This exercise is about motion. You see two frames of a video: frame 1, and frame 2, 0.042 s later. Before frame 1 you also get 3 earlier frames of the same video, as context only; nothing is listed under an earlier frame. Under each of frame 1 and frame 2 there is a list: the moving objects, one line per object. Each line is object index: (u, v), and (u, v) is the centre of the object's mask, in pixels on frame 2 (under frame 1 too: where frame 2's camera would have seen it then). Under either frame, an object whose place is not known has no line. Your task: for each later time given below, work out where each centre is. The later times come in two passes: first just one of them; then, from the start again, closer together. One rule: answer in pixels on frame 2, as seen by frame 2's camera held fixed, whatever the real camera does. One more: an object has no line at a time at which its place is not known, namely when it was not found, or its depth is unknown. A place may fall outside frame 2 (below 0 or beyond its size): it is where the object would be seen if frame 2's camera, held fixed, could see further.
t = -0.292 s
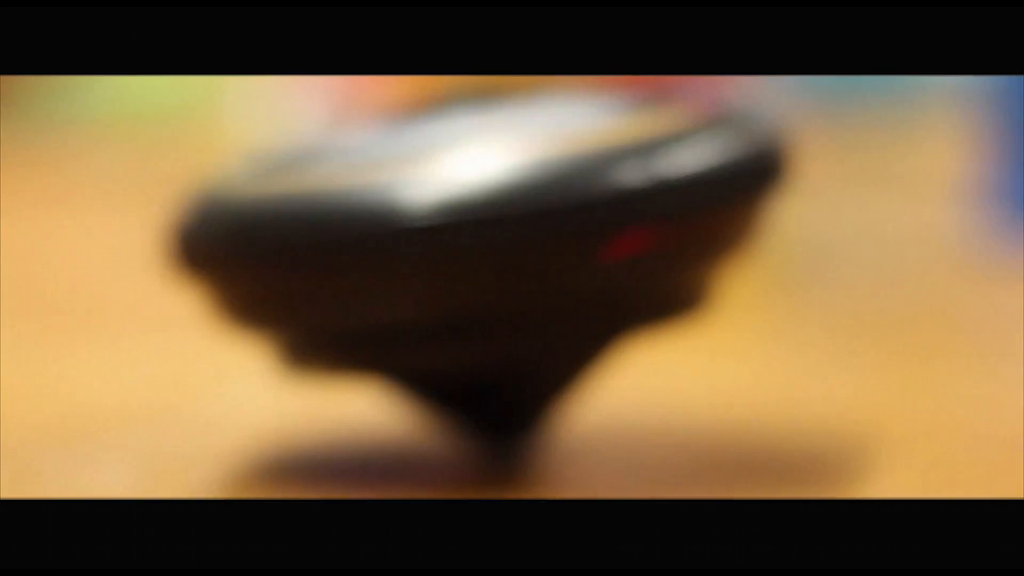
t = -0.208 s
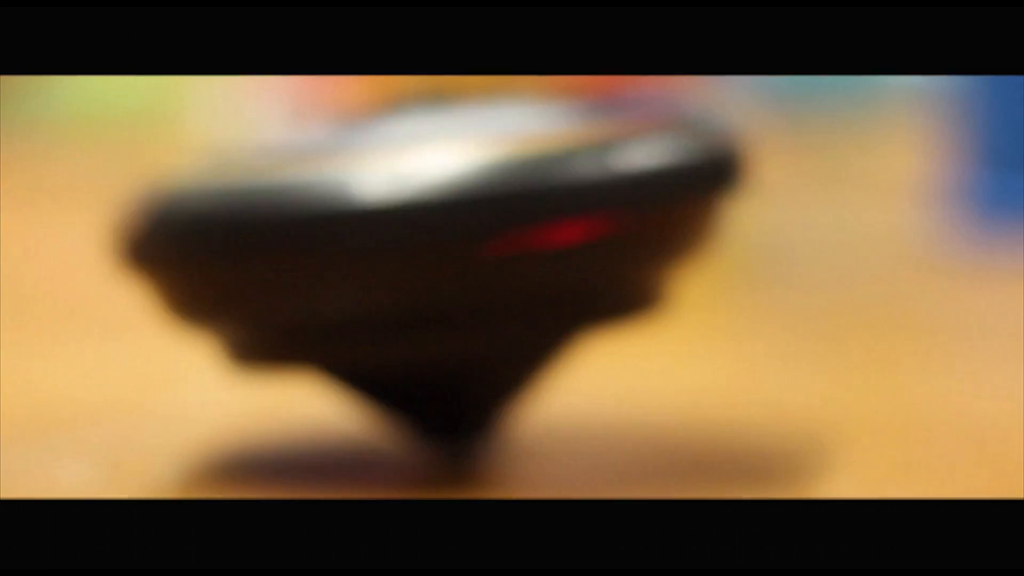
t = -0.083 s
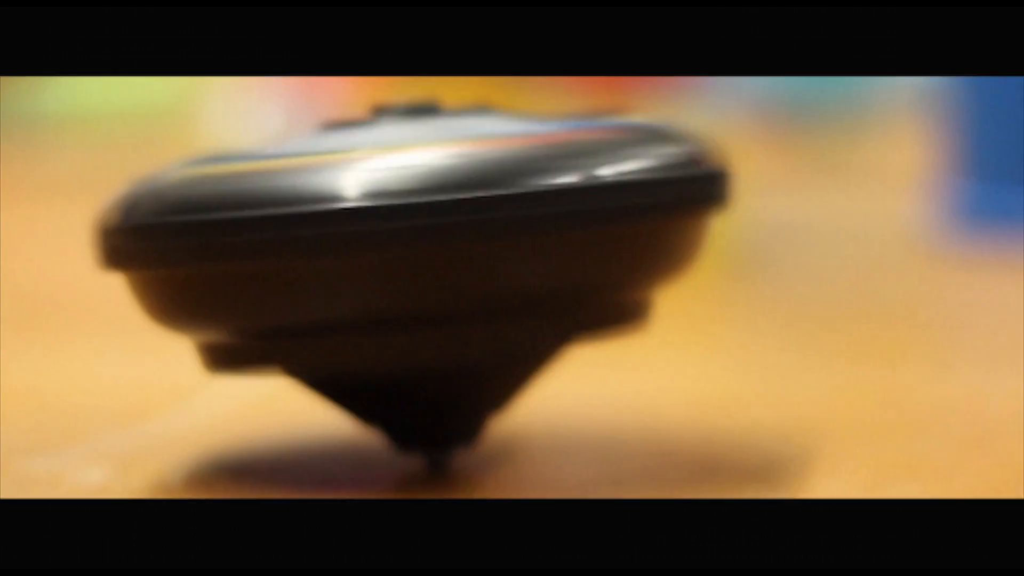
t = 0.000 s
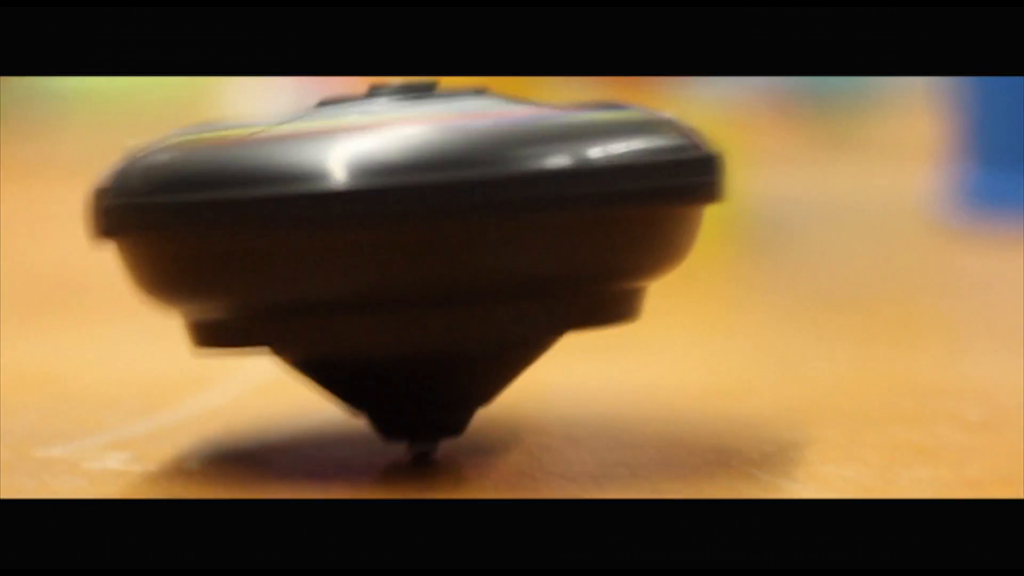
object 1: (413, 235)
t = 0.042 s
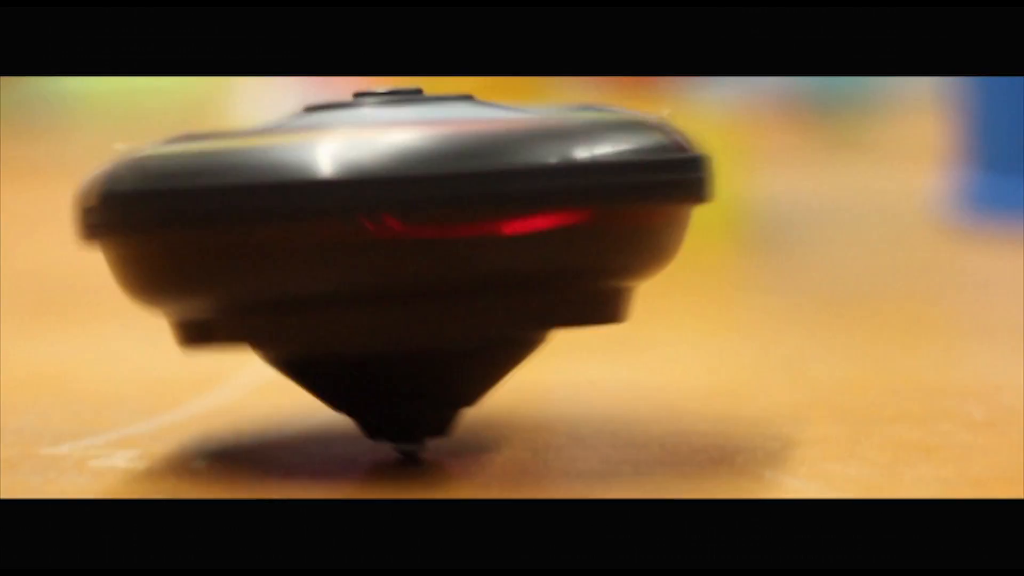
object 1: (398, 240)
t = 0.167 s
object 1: (360, 237)
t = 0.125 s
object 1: (373, 238)
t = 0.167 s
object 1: (360, 237)
